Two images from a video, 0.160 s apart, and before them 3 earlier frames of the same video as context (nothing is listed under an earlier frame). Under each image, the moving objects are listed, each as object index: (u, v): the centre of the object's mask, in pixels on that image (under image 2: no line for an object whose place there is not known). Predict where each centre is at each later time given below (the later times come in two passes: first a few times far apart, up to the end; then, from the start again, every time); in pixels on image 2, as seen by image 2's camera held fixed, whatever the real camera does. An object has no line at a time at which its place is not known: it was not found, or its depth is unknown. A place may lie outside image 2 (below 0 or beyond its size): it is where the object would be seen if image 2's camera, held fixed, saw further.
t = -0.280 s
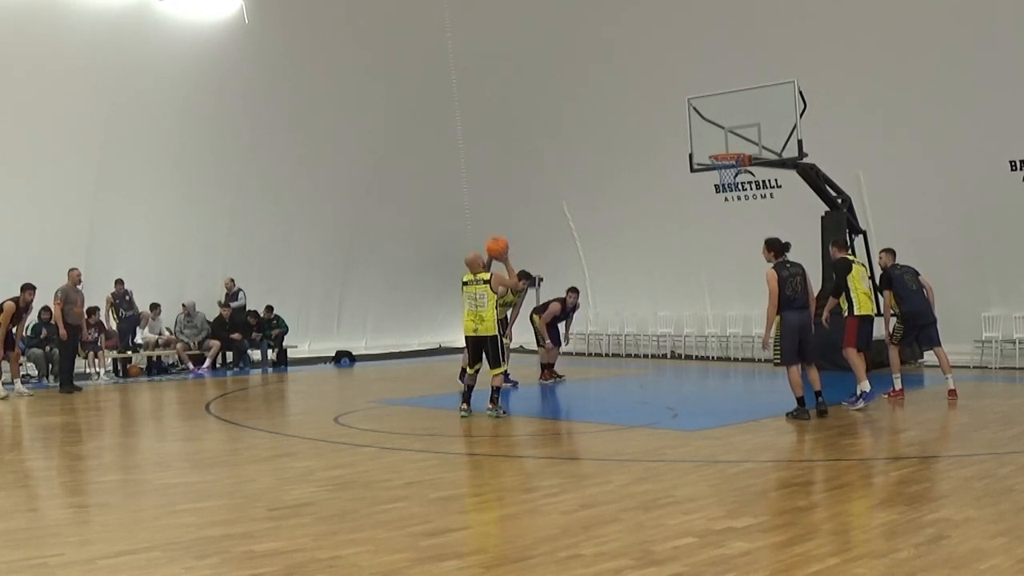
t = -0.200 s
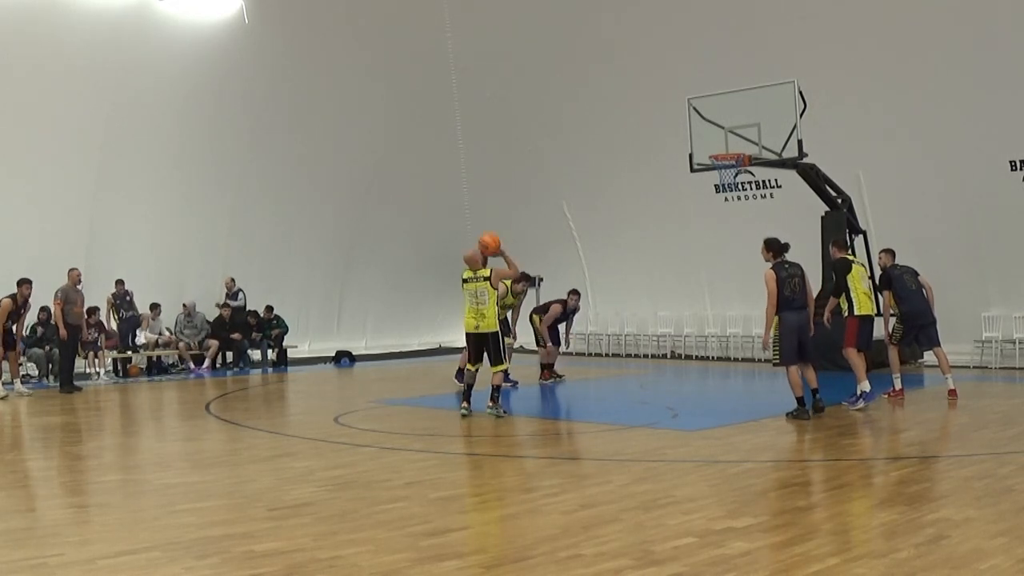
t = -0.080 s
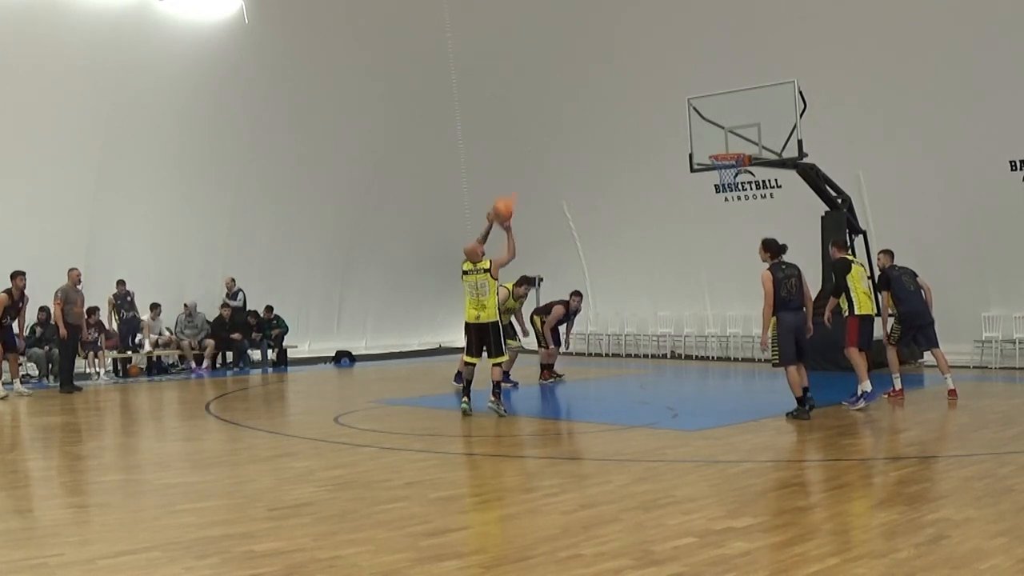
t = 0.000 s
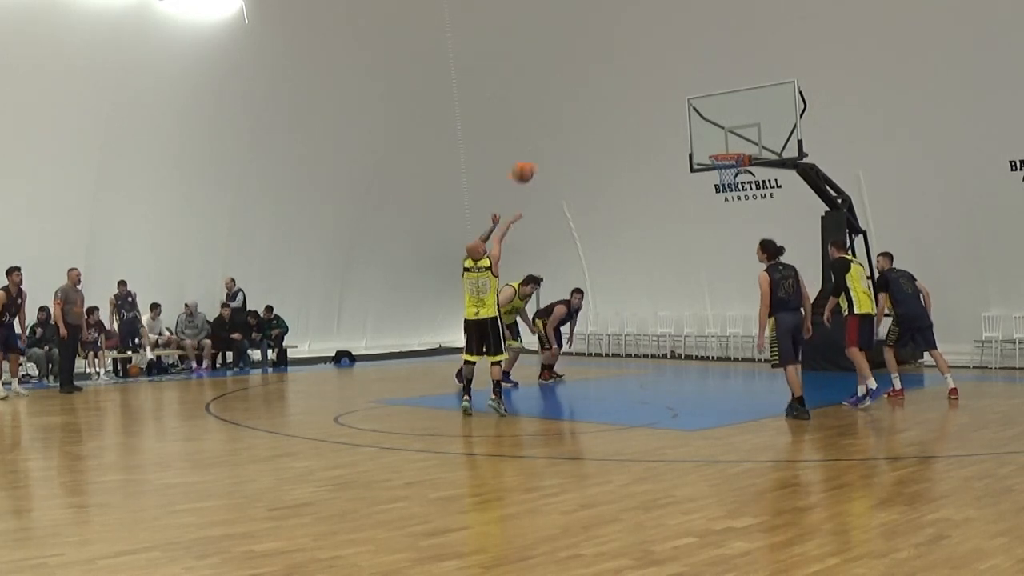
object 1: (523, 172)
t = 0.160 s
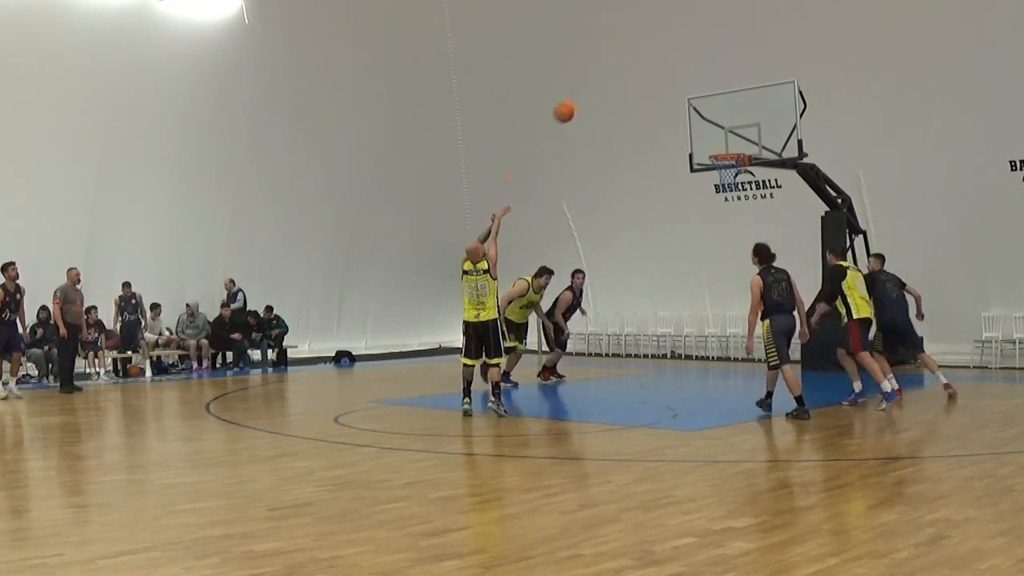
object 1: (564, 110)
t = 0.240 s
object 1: (583, 90)
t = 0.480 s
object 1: (637, 66)
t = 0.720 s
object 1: (687, 88)
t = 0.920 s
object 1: (725, 137)
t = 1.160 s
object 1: (715, 146)
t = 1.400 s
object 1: (686, 158)
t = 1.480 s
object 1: (677, 171)
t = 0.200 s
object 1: (574, 101)
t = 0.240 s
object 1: (583, 90)
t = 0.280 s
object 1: (593, 83)
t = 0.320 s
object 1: (601, 78)
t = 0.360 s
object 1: (611, 72)
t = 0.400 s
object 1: (619, 69)
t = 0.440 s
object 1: (628, 67)
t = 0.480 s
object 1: (637, 66)
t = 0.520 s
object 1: (645, 67)
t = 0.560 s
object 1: (654, 69)
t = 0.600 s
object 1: (662, 72)
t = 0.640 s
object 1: (670, 76)
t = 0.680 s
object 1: (679, 81)
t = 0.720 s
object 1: (687, 88)
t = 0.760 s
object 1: (695, 95)
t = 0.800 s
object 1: (702, 105)
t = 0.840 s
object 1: (710, 114)
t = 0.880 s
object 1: (718, 125)
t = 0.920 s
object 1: (725, 137)
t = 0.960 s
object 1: (732, 147)
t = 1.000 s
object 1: (734, 150)
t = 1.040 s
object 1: (732, 150)
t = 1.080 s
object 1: (725, 150)
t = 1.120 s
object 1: (720, 148)
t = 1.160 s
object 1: (715, 146)
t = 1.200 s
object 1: (710, 146)
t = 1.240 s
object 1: (705, 146)
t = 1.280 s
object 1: (700, 147)
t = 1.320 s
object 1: (696, 149)
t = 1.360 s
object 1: (691, 153)
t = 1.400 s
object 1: (686, 158)
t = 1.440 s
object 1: (682, 163)
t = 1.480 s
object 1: (677, 171)
